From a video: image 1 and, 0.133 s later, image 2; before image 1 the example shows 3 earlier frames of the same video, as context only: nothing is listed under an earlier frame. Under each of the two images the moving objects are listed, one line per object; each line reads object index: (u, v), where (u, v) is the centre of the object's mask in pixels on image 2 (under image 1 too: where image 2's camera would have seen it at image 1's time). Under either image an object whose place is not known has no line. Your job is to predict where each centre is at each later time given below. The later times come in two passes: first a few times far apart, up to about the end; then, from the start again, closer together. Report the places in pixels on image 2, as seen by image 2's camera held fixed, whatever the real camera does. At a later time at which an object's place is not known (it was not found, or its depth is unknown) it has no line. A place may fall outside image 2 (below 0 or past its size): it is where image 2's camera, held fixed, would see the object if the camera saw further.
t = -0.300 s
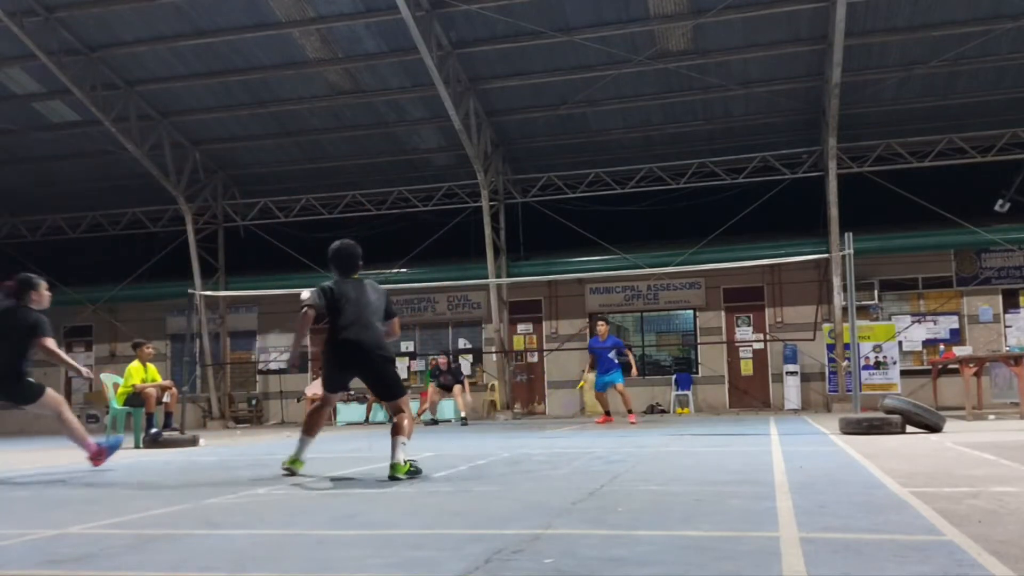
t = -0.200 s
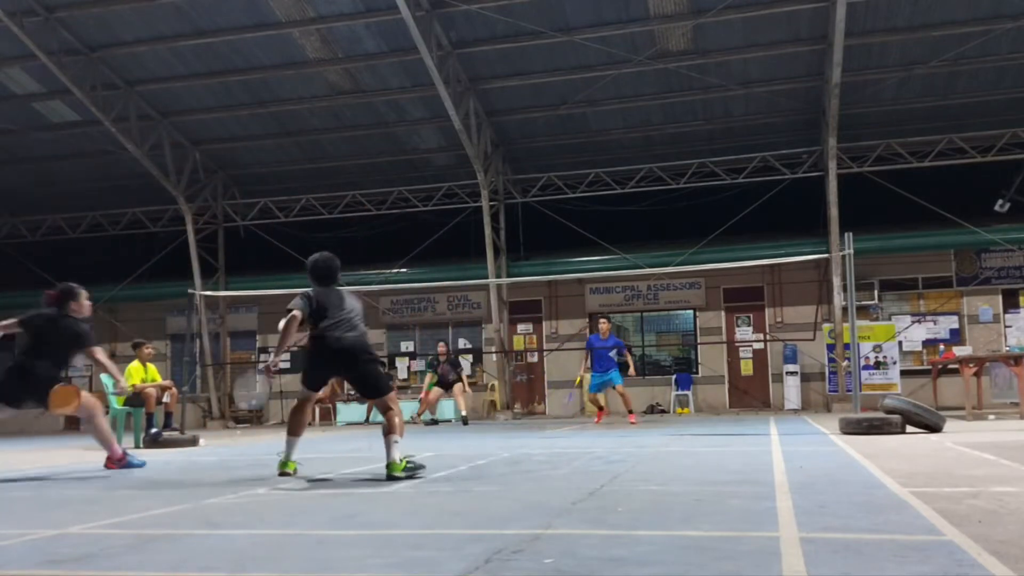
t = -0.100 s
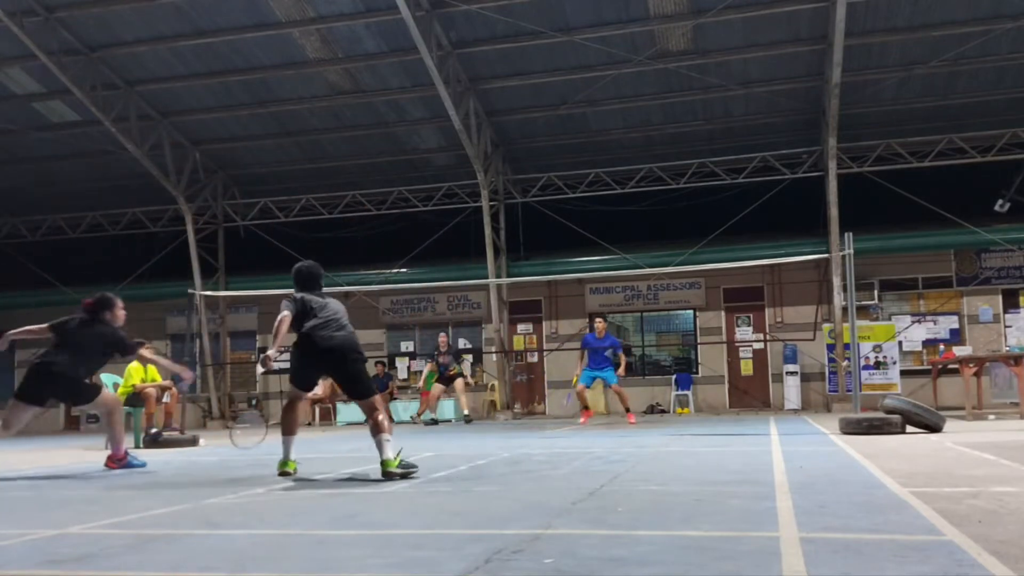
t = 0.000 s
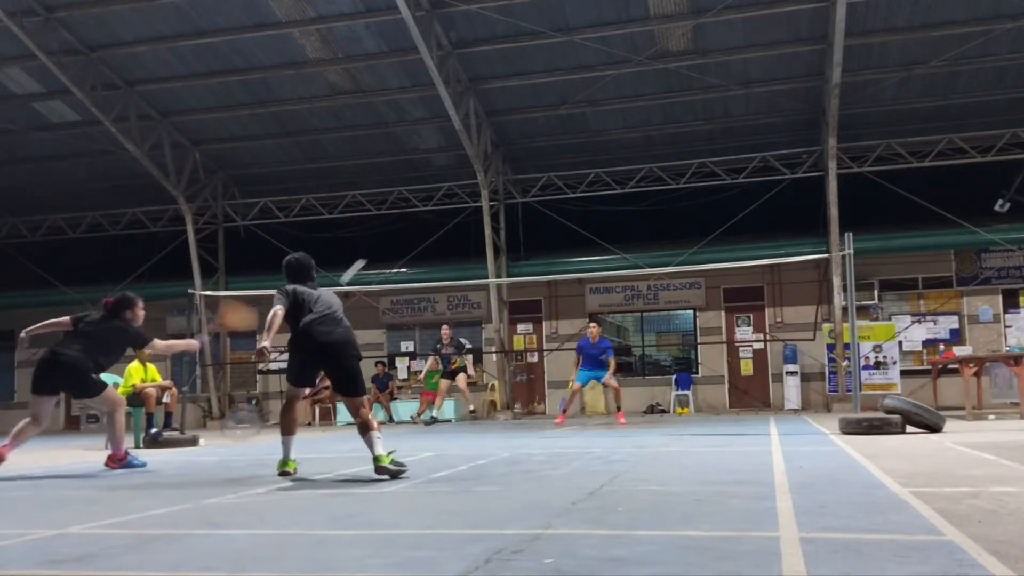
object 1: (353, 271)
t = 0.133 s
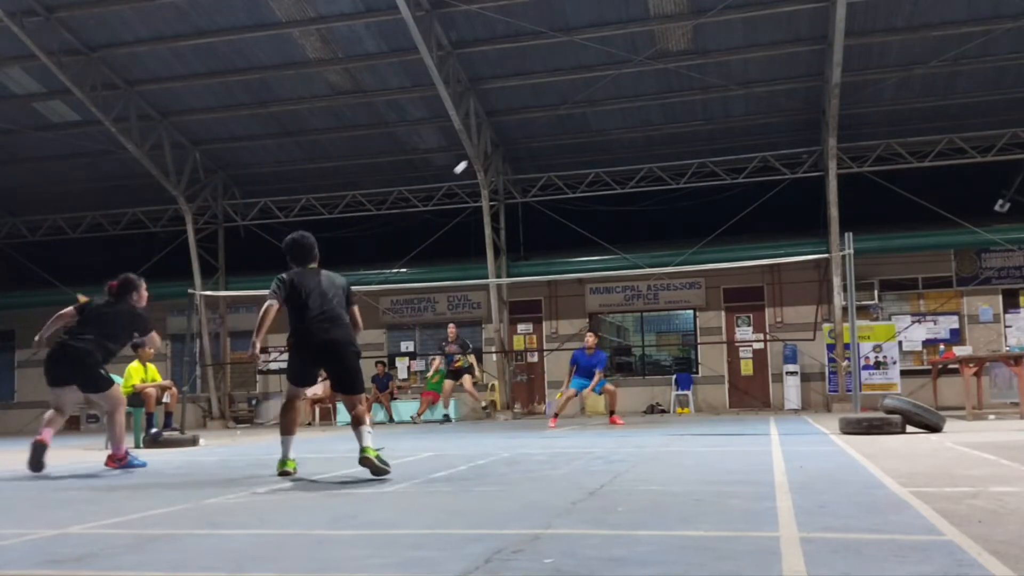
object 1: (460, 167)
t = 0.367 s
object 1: (541, 111)
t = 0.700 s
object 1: (600, 127)
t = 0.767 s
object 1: (610, 138)
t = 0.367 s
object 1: (541, 111)
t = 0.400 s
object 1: (549, 109)
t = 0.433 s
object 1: (556, 107)
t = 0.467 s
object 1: (562, 107)
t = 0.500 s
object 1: (568, 108)
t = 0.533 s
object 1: (575, 109)
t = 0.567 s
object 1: (580, 112)
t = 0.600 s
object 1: (586, 114)
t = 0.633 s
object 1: (591, 118)
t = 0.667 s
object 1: (596, 122)
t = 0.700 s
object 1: (600, 127)
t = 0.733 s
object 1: (605, 132)
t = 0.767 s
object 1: (610, 138)
